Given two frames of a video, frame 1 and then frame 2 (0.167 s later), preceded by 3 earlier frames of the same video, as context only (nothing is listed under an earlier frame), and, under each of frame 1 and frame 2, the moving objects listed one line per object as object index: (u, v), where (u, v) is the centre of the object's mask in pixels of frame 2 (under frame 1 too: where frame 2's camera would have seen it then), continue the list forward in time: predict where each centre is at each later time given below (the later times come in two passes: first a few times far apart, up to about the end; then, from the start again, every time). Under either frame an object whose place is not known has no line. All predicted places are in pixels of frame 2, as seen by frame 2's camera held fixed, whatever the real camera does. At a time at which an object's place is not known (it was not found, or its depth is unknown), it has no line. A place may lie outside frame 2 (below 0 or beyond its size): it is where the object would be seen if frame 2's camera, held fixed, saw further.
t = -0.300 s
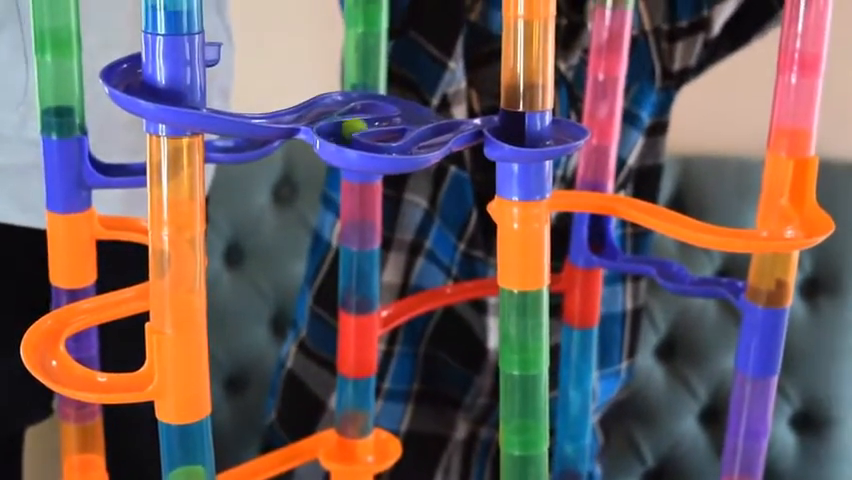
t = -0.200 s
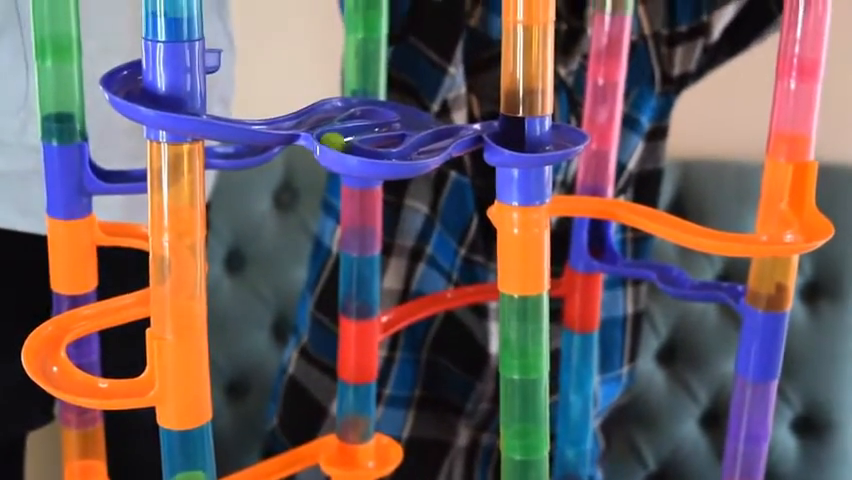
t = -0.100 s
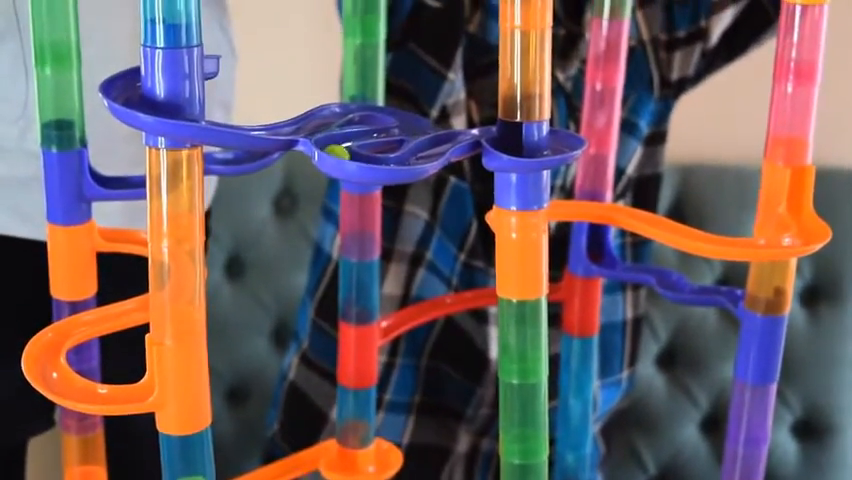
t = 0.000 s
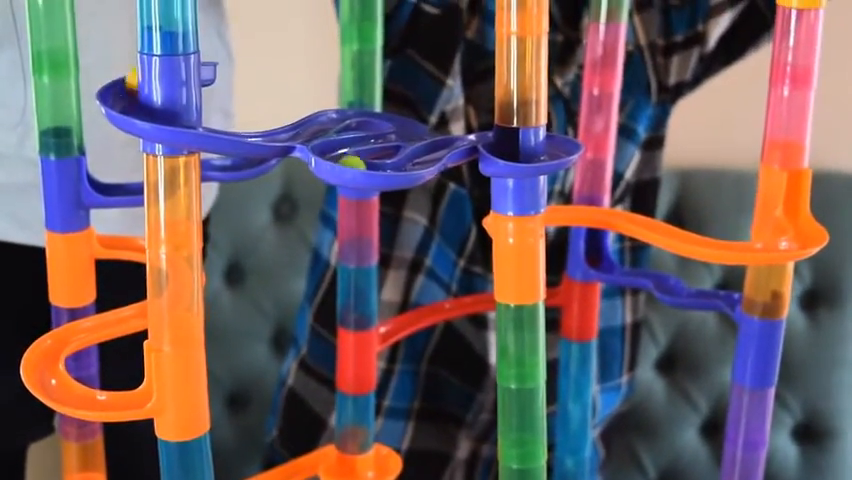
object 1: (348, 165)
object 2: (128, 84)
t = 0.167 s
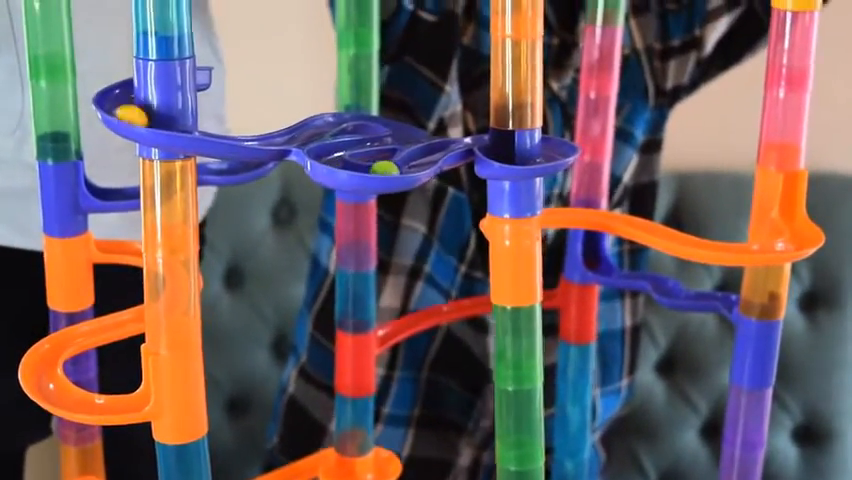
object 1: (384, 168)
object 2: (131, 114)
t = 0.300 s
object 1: (411, 164)
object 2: (236, 136)
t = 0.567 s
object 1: (468, 138)
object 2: (401, 121)
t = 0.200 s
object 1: (392, 167)
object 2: (152, 120)
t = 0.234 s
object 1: (401, 166)
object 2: (178, 125)
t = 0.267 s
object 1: (407, 165)
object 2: (206, 130)
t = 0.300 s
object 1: (411, 164)
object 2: (236, 136)
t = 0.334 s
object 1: (414, 163)
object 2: (262, 139)
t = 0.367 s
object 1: (420, 161)
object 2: (284, 136)
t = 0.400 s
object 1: (422, 159)
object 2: (302, 133)
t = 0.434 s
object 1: (429, 155)
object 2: (315, 127)
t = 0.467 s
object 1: (436, 152)
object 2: (326, 121)
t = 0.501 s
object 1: (446, 147)
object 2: (344, 114)
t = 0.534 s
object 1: (458, 142)
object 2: (377, 115)
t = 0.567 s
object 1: (468, 138)
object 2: (401, 121)
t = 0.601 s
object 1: (480, 135)
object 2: (409, 129)
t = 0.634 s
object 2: (406, 133)
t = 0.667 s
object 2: (394, 137)
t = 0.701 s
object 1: (550, 140)
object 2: (382, 138)
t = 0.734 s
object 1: (556, 145)
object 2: (370, 141)
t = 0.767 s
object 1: (559, 148)
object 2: (358, 143)
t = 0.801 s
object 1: (553, 152)
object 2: (343, 149)
